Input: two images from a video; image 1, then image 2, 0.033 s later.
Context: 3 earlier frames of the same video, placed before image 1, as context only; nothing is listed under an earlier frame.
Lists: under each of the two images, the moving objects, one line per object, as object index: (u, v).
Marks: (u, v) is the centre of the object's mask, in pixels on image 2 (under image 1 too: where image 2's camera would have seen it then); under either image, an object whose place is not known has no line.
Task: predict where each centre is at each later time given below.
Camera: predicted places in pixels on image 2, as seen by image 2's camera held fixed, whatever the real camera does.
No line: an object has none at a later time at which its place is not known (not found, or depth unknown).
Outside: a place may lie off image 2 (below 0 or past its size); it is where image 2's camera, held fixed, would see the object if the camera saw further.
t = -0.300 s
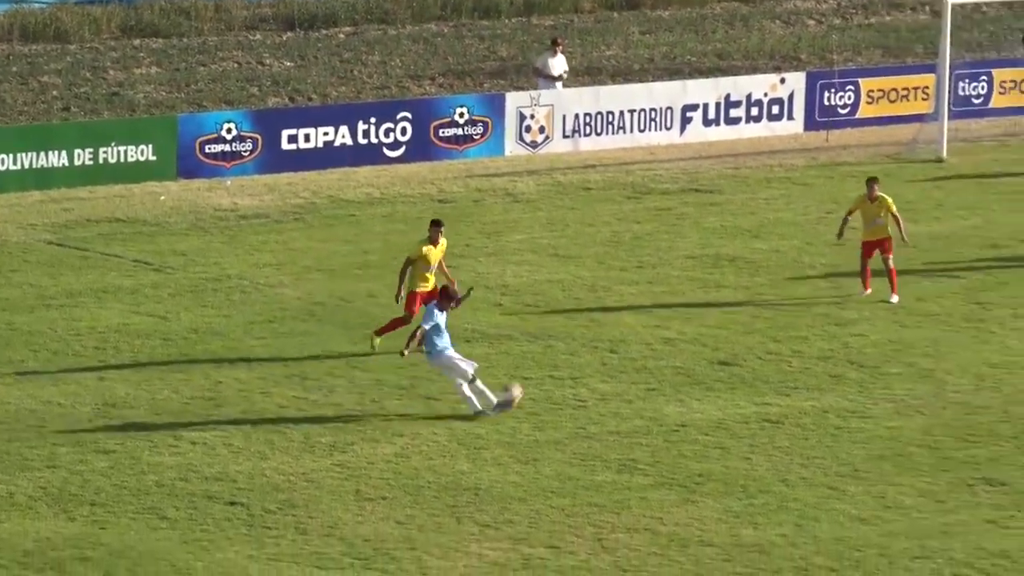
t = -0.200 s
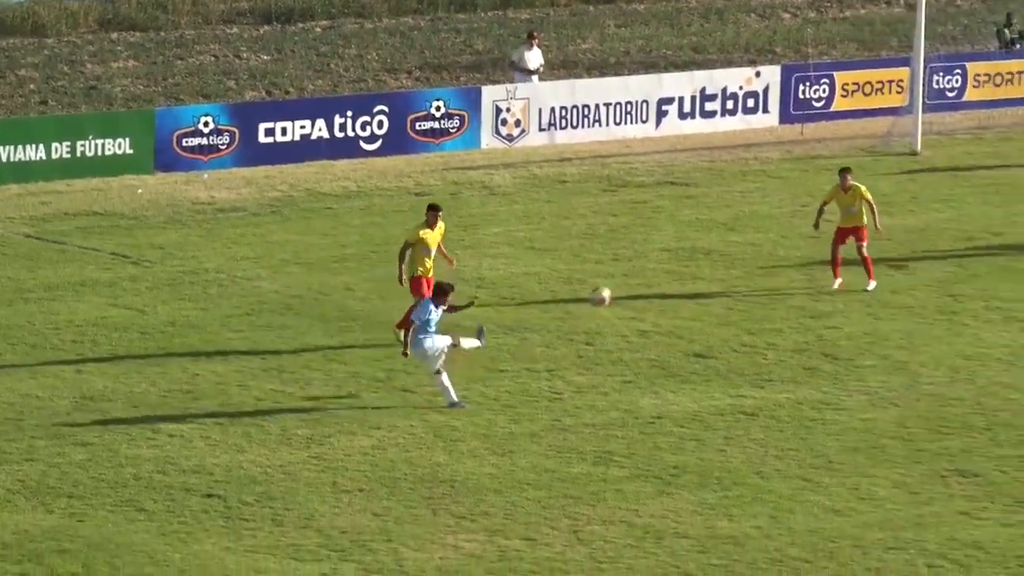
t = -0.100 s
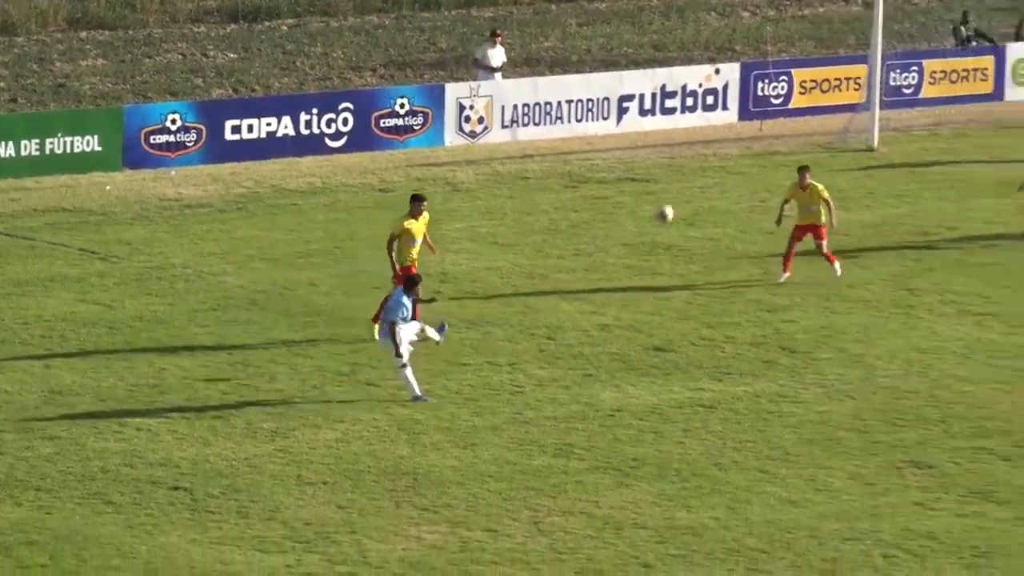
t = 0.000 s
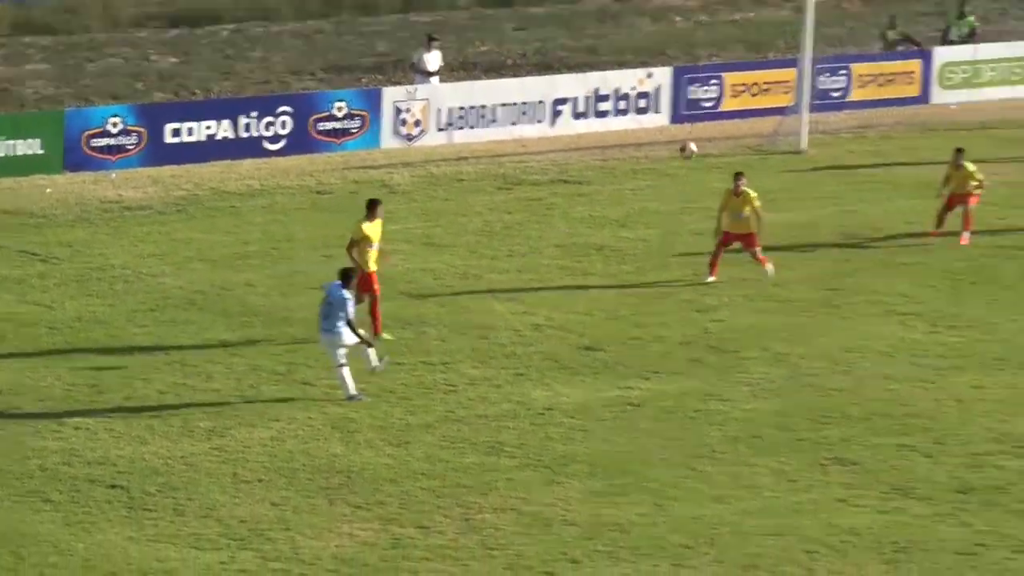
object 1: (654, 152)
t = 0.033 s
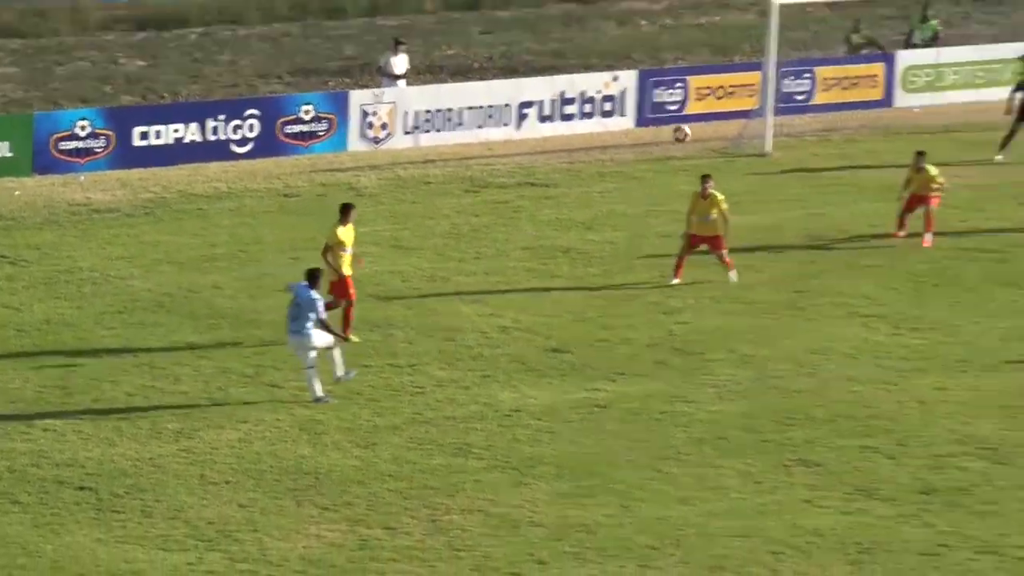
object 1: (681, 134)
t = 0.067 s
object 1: (709, 116)
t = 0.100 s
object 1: (737, 98)
